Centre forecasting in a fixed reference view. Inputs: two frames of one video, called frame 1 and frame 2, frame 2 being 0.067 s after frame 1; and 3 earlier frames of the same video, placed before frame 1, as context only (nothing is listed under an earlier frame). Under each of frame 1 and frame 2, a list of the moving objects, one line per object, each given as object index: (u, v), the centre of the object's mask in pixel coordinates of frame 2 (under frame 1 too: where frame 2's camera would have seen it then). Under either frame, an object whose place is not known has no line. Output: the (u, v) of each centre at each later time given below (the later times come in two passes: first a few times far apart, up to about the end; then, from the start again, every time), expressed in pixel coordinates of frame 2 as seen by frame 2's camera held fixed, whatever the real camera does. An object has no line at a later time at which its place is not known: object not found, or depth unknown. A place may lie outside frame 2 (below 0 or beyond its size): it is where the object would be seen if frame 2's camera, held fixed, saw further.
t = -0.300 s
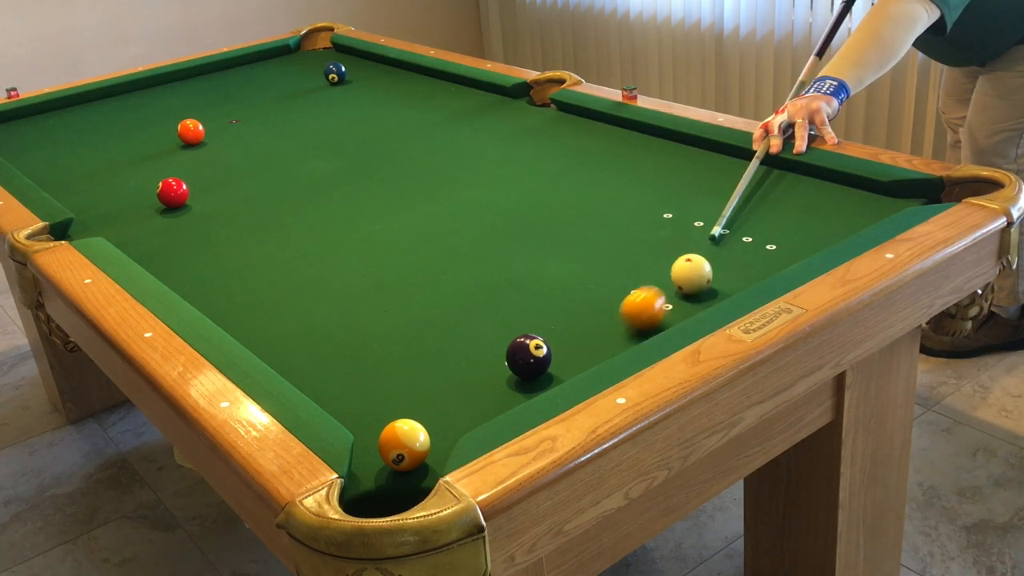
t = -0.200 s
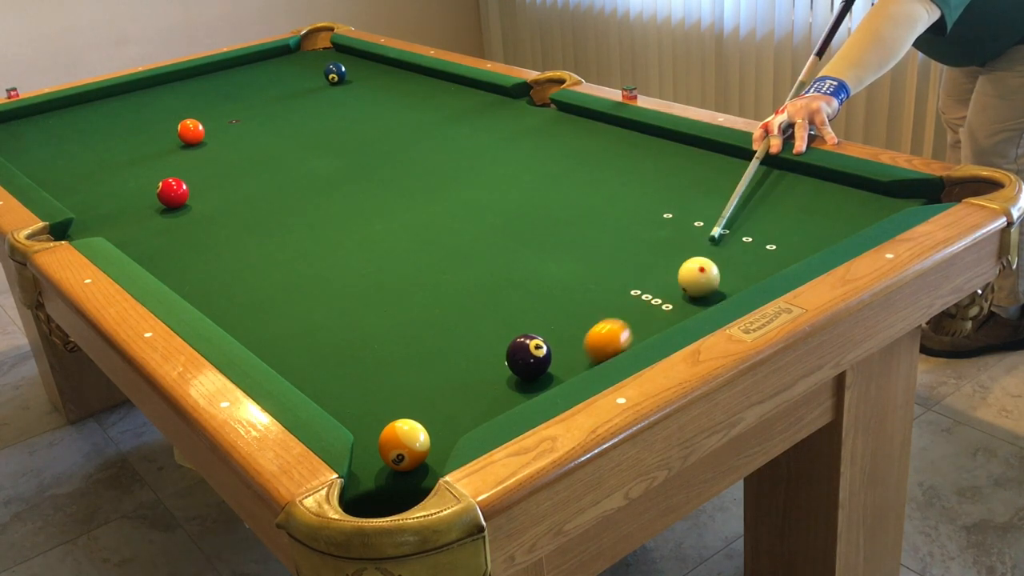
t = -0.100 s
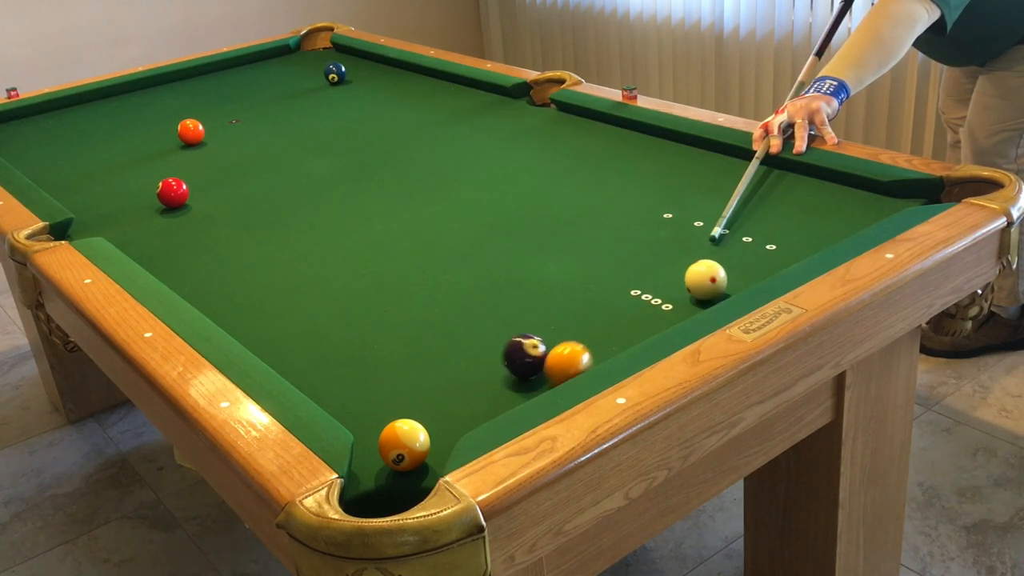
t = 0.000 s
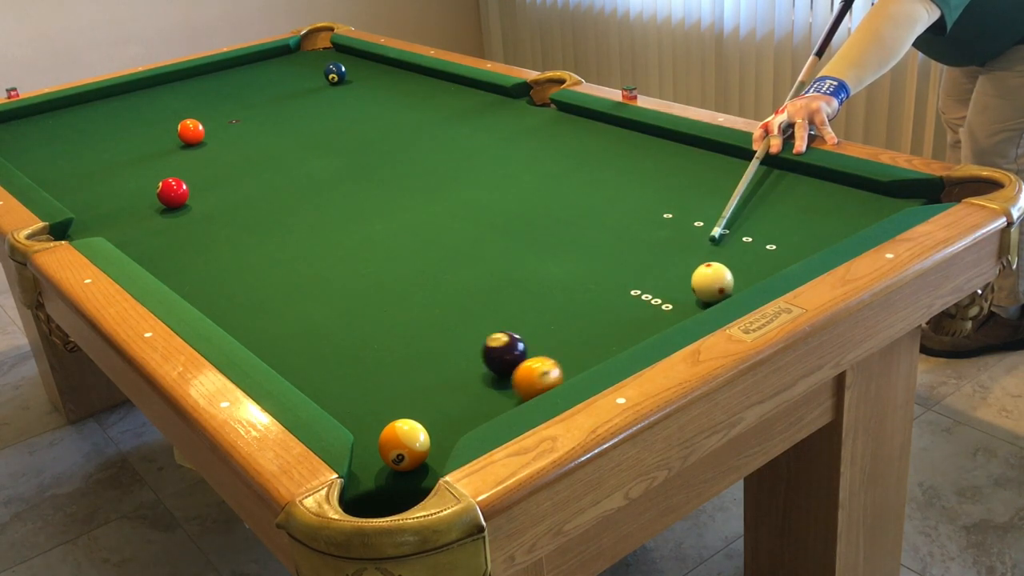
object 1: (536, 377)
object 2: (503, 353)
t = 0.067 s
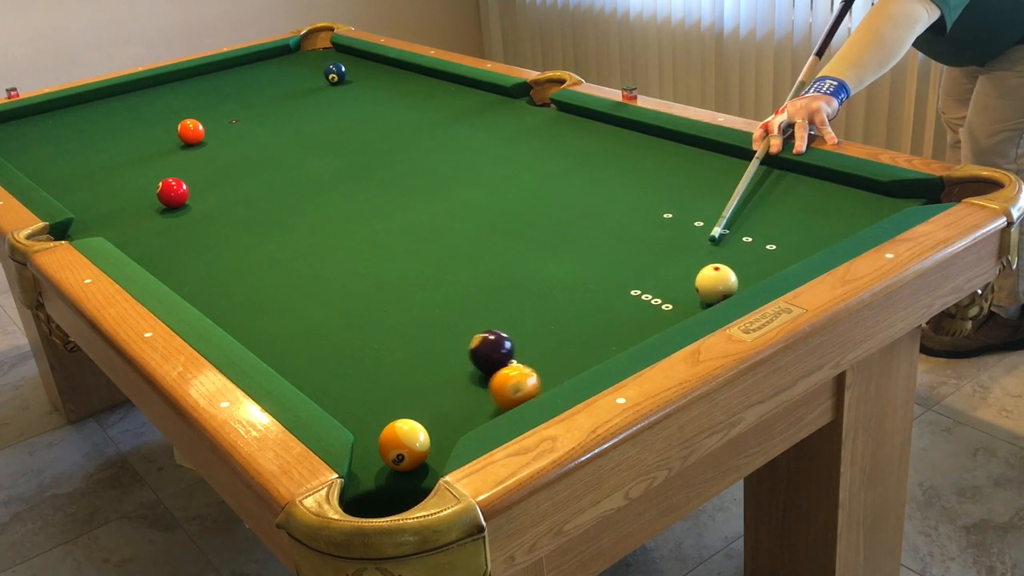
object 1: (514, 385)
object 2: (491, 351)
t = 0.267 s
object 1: (446, 414)
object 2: (455, 347)
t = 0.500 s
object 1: (397, 417)
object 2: (416, 343)
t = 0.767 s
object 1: (362, 412)
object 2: (377, 338)
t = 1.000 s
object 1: (363, 398)
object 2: (348, 334)
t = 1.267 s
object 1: (366, 384)
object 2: (318, 328)
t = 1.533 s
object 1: (369, 372)
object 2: (293, 324)
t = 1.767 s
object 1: (370, 364)
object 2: (274, 321)
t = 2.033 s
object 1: (370, 358)
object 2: (256, 317)
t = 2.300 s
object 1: (370, 353)
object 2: (241, 314)
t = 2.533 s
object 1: (370, 351)
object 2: (231, 312)
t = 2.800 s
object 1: (370, 350)
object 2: (223, 309)
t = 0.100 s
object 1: (503, 391)
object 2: (485, 351)
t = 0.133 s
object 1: (491, 396)
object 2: (480, 351)
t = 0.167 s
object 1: (480, 400)
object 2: (473, 350)
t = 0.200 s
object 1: (468, 405)
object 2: (467, 349)
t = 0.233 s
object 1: (457, 409)
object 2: (461, 348)
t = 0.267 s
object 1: (446, 414)
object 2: (455, 347)
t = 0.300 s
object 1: (436, 415)
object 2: (449, 347)
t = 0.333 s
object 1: (430, 416)
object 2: (443, 346)
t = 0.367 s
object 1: (423, 416)
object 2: (438, 345)
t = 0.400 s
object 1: (416, 417)
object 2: (432, 345)
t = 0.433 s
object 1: (410, 417)
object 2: (427, 344)
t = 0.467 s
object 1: (404, 417)
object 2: (422, 344)
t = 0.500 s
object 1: (397, 417)
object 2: (416, 343)
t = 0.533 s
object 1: (391, 417)
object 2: (411, 343)
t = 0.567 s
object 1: (385, 417)
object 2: (406, 342)
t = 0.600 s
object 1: (379, 417)
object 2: (401, 341)
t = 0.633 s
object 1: (374, 417)
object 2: (396, 341)
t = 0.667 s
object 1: (368, 416)
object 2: (391, 340)
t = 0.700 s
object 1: (363, 416)
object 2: (387, 339)
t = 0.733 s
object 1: (362, 414)
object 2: (381, 338)
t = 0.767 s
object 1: (362, 412)
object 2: (377, 338)
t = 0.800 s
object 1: (362, 410)
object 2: (373, 337)
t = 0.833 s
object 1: (362, 408)
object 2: (368, 336)
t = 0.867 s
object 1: (362, 406)
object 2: (363, 336)
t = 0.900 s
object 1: (362, 404)
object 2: (360, 336)
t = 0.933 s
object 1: (362, 402)
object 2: (356, 335)
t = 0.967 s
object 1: (363, 400)
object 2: (352, 334)
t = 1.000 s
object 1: (363, 398)
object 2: (348, 334)
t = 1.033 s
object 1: (363, 396)
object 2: (344, 333)
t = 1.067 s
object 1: (364, 394)
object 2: (340, 332)
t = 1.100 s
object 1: (364, 392)
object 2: (336, 331)
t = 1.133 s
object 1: (364, 390)
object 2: (332, 331)
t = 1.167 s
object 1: (365, 389)
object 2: (328, 330)
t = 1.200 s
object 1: (365, 387)
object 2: (325, 329)
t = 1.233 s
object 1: (365, 385)
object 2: (321, 329)
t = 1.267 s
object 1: (366, 384)
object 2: (318, 328)
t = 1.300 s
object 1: (366, 382)
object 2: (315, 328)
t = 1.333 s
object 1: (367, 380)
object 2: (311, 327)
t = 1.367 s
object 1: (367, 379)
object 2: (308, 327)
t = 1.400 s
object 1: (367, 377)
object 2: (305, 326)
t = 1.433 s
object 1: (368, 376)
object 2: (302, 325)
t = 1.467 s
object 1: (368, 375)
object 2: (299, 325)
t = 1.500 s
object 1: (368, 373)
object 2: (296, 325)
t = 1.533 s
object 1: (369, 372)
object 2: (293, 324)
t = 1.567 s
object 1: (369, 371)
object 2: (290, 324)
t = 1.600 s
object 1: (369, 370)
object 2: (287, 323)
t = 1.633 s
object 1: (369, 369)
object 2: (284, 323)
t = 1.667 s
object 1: (369, 367)
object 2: (282, 322)
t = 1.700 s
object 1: (370, 366)
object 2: (279, 322)
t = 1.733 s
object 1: (369, 365)
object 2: (277, 321)
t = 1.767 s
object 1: (370, 364)
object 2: (274, 321)
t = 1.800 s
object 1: (370, 363)
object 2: (271, 320)
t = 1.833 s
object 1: (370, 362)
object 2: (269, 320)
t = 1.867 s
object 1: (370, 362)
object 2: (267, 319)
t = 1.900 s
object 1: (370, 361)
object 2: (264, 319)
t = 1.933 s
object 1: (370, 360)
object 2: (262, 319)
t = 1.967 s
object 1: (370, 359)
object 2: (260, 318)
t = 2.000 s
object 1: (370, 358)
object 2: (258, 318)
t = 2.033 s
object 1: (370, 358)
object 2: (256, 317)
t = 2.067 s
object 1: (370, 357)
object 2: (254, 317)
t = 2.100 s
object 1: (370, 356)
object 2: (252, 317)
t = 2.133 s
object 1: (370, 356)
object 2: (250, 317)
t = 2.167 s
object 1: (370, 355)
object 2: (248, 316)
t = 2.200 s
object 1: (370, 355)
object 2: (246, 315)
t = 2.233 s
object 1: (370, 354)
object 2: (244, 315)
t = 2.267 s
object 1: (370, 353)
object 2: (243, 315)
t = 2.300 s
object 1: (370, 353)
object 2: (241, 314)
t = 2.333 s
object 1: (370, 352)
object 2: (240, 314)
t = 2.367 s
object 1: (370, 352)
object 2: (238, 314)
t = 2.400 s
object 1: (370, 352)
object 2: (236, 314)
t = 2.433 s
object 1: (370, 351)
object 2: (235, 313)
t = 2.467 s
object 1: (370, 351)
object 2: (234, 313)
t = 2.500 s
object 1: (370, 351)
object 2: (232, 312)
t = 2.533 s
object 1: (370, 351)
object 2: (231, 312)
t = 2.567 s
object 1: (370, 350)
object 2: (230, 311)
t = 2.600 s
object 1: (370, 350)
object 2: (229, 311)
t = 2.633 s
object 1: (370, 350)
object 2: (228, 311)
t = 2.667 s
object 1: (370, 350)
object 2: (226, 310)
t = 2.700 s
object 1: (370, 350)
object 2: (226, 310)
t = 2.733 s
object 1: (370, 350)
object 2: (225, 310)
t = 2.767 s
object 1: (370, 350)
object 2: (224, 309)
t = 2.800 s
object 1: (370, 350)
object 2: (223, 309)
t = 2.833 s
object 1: (370, 350)
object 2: (222, 308)
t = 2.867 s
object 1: (370, 350)
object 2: (221, 308)
